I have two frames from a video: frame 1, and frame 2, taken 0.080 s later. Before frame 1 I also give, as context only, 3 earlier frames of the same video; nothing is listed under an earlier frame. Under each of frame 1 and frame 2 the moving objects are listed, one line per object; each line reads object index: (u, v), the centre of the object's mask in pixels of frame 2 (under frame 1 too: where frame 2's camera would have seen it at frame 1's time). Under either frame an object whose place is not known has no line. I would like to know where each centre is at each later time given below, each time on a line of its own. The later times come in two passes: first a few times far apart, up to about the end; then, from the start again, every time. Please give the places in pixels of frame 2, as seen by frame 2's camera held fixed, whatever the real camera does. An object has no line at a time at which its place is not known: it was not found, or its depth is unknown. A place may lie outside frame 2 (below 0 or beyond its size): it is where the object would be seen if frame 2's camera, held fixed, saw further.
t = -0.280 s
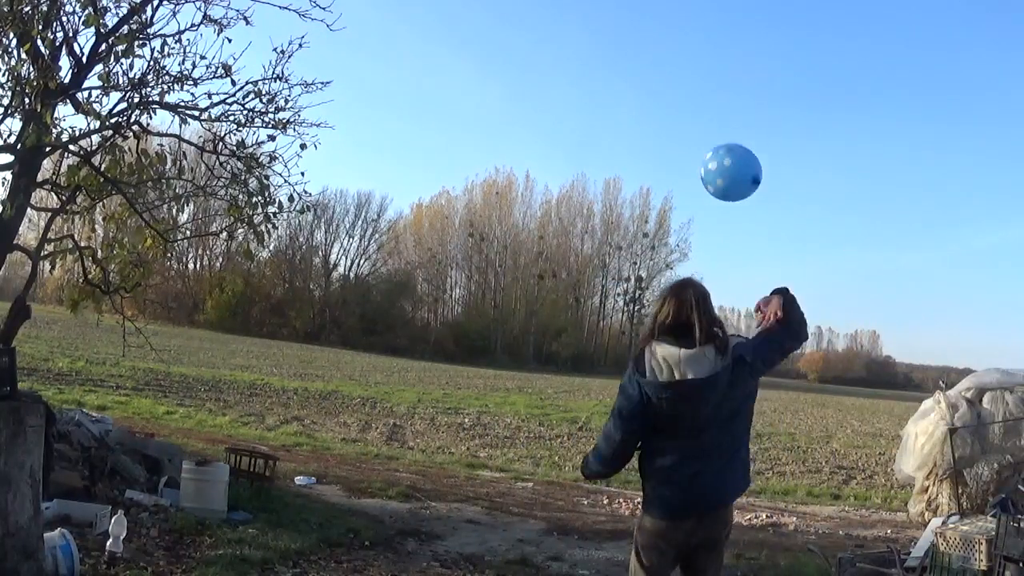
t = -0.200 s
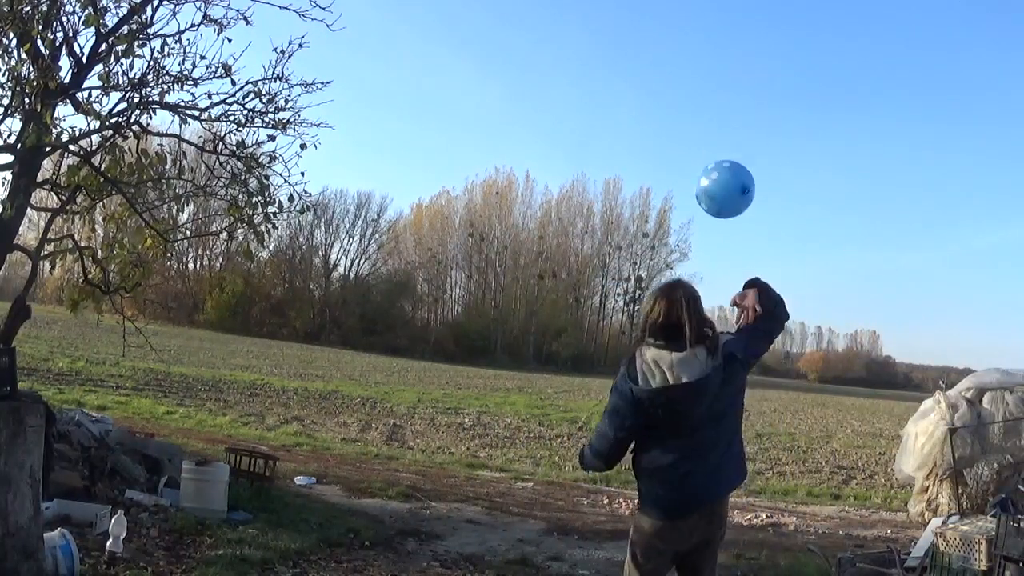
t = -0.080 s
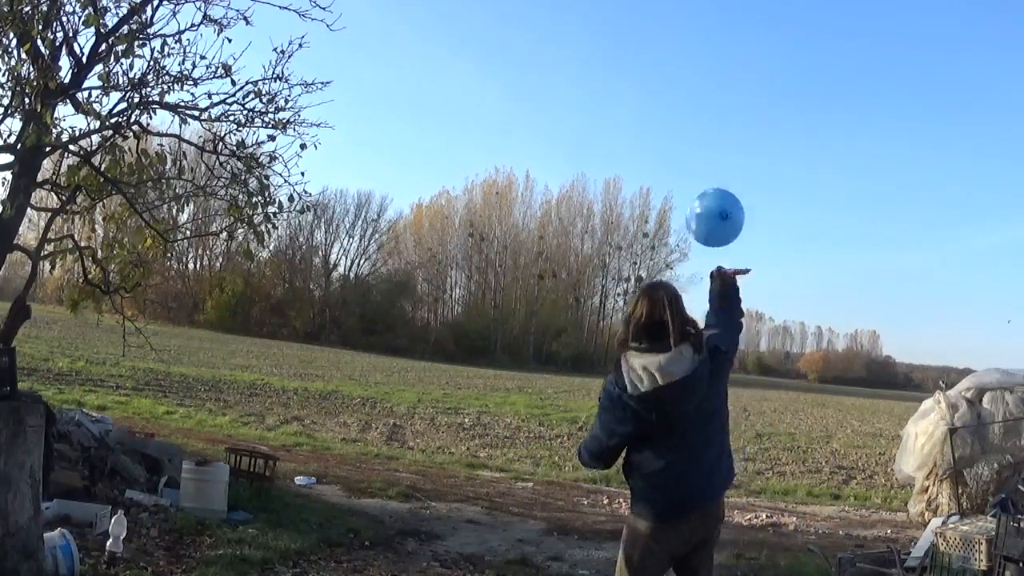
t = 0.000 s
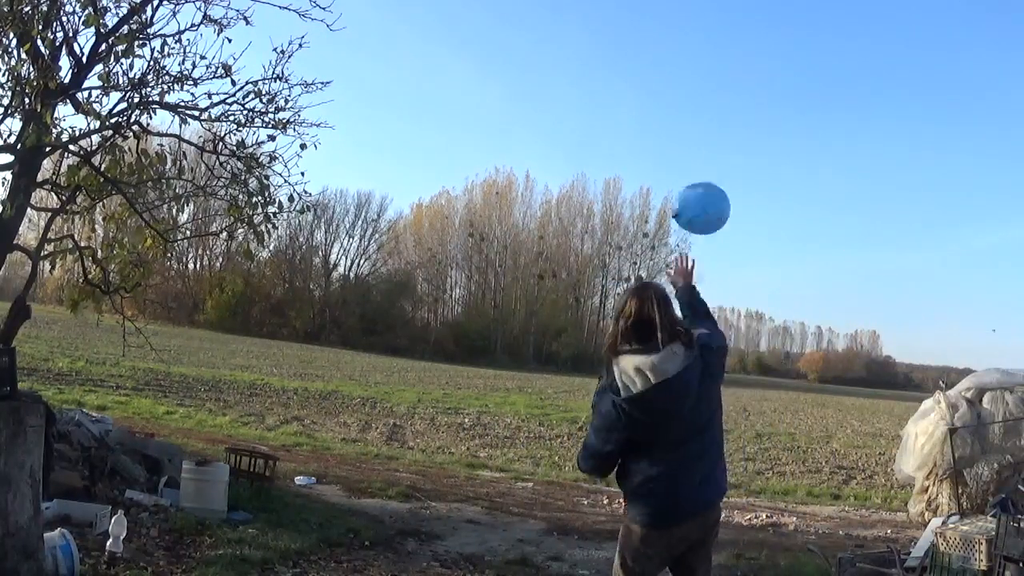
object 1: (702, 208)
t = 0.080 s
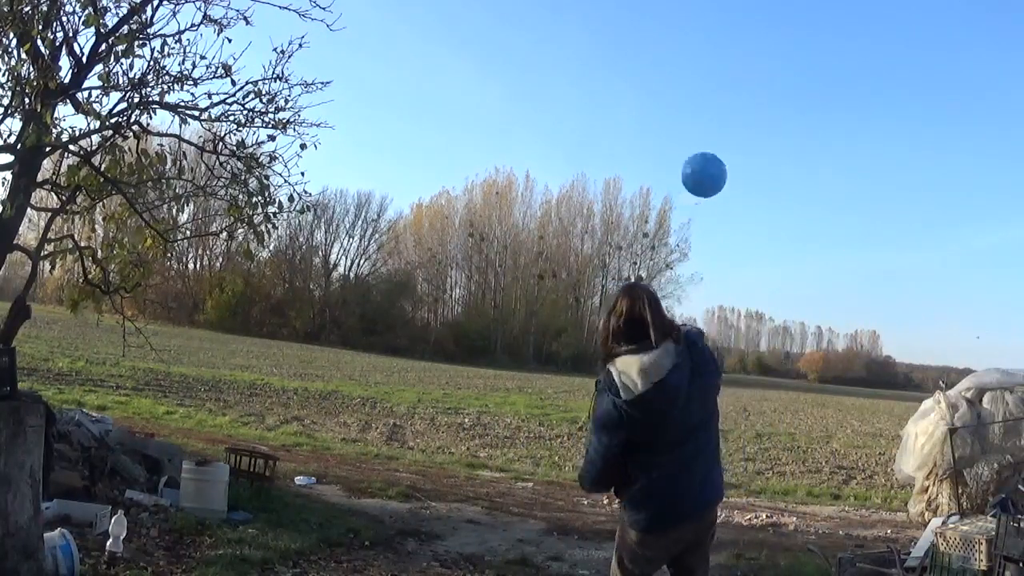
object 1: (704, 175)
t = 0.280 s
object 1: (763, 170)
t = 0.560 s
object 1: (782, 208)
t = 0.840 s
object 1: (789, 257)
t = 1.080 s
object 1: (795, 301)
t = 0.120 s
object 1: (718, 168)
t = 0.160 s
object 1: (734, 165)
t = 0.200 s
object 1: (746, 165)
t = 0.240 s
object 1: (755, 167)
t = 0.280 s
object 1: (763, 170)
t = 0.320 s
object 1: (769, 174)
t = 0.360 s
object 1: (773, 179)
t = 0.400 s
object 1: (776, 184)
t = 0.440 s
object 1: (778, 189)
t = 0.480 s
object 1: (780, 195)
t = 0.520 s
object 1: (781, 201)
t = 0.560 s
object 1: (782, 208)
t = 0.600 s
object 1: (783, 215)
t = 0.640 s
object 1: (784, 222)
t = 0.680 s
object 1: (785, 229)
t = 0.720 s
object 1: (786, 235)
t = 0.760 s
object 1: (787, 243)
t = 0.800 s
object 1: (788, 250)
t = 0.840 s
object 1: (789, 257)
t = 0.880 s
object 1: (790, 264)
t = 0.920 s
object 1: (791, 272)
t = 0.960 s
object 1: (792, 279)
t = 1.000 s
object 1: (793, 286)
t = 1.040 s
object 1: (794, 294)
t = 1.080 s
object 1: (795, 301)
